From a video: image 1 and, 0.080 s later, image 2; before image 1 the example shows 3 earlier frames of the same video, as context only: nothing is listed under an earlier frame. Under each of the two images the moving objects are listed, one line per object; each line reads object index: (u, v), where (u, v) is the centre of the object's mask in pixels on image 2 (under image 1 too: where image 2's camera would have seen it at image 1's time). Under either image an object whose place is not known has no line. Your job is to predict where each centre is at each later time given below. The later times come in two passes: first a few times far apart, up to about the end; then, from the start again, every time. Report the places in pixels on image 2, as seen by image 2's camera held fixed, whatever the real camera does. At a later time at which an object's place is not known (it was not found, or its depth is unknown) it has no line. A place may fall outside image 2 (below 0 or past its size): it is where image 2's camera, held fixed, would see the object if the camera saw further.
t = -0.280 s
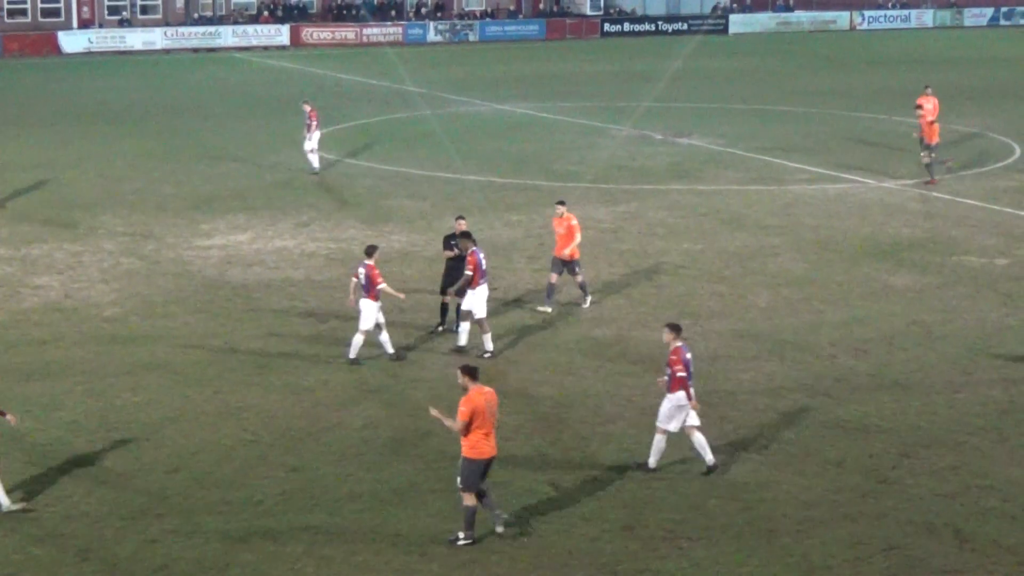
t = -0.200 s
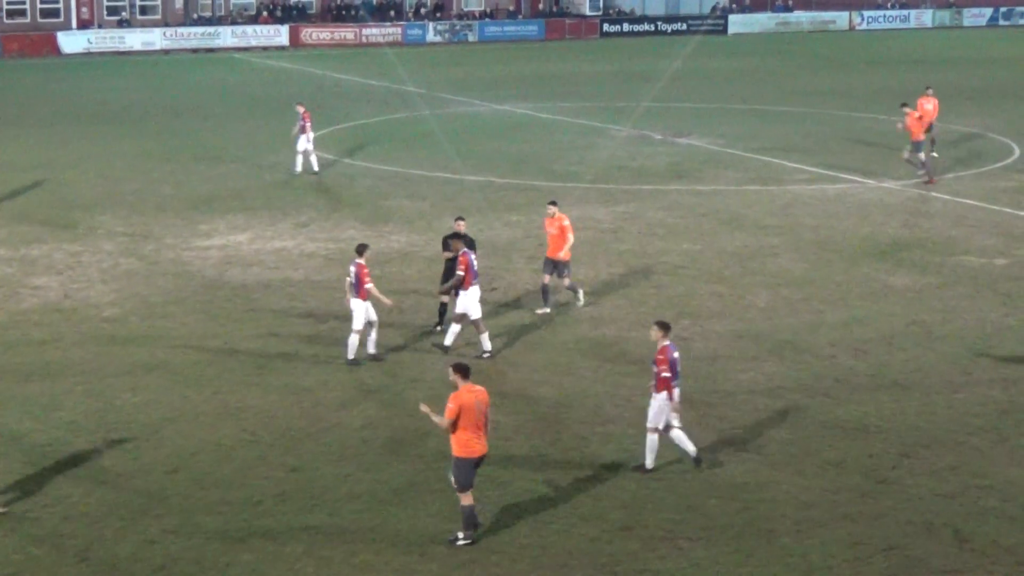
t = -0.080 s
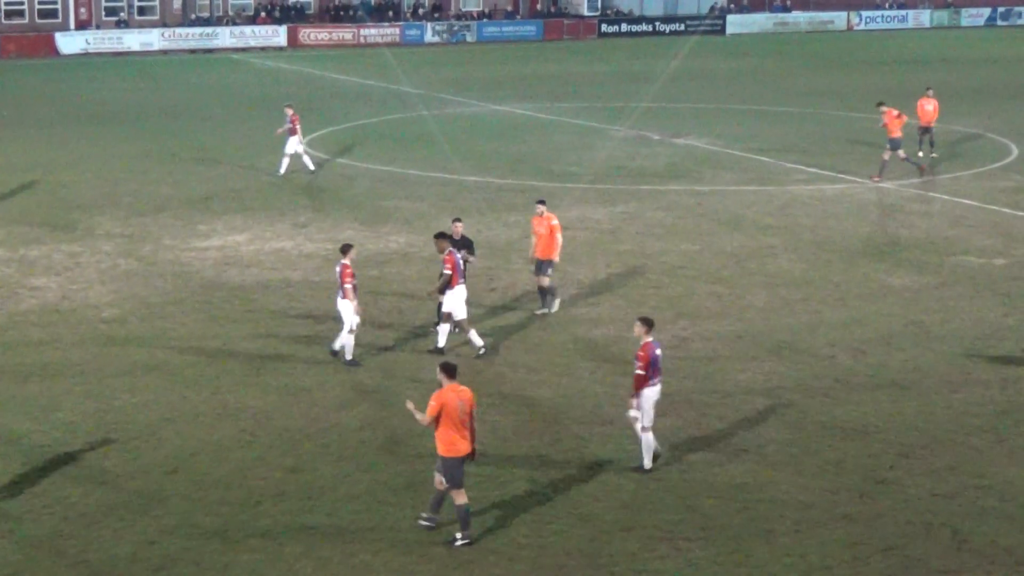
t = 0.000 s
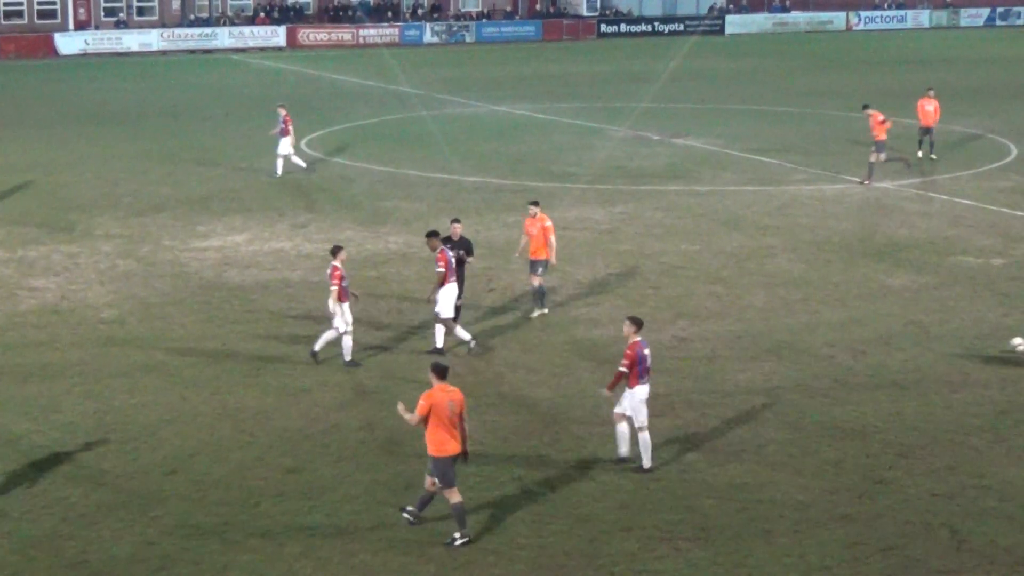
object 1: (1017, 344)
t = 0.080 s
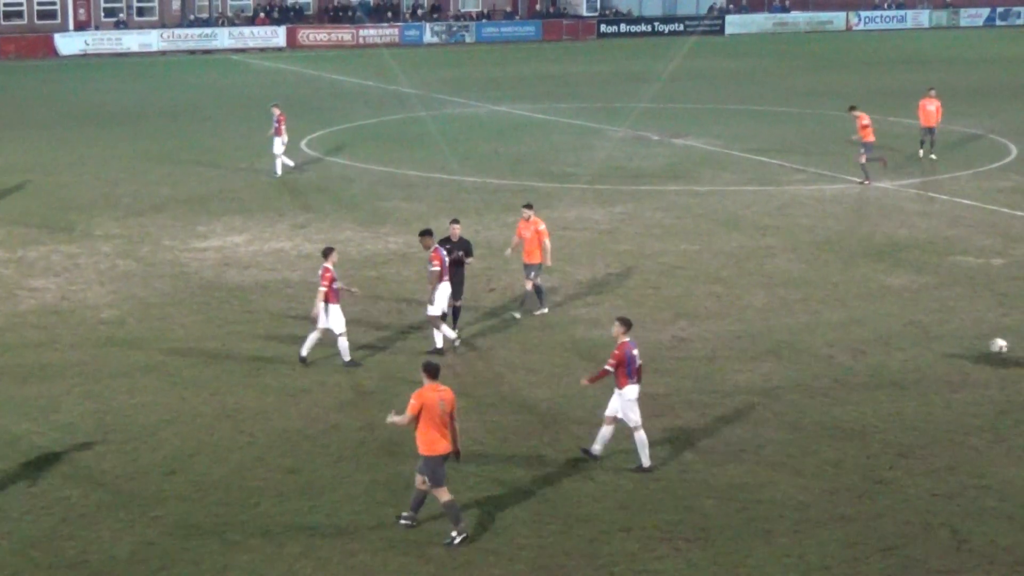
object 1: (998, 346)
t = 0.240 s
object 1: (958, 347)
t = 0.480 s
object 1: (898, 352)
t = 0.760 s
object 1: (830, 356)
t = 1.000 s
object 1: (774, 358)
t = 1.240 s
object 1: (718, 359)
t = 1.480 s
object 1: (664, 366)
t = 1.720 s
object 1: (614, 368)
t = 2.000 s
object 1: (554, 372)
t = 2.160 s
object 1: (521, 376)
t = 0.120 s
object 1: (989, 346)
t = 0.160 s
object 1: (977, 347)
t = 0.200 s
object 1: (967, 349)
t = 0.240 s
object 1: (958, 347)
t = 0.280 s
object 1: (948, 345)
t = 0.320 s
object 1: (937, 346)
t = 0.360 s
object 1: (928, 348)
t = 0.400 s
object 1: (918, 351)
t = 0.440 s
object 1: (908, 353)
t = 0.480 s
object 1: (898, 352)
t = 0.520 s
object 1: (888, 353)
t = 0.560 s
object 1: (878, 355)
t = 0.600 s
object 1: (869, 354)
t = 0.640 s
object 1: (859, 353)
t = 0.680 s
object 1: (849, 354)
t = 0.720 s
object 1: (840, 356)
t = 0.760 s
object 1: (830, 356)
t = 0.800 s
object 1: (821, 354)
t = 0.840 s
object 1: (810, 354)
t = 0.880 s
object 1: (801, 356)
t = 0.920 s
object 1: (792, 358)
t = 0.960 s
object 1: (782, 359)
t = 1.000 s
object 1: (774, 358)
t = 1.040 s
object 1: (763, 358)
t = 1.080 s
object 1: (754, 359)
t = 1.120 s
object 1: (745, 361)
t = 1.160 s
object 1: (736, 361)
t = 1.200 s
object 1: (727, 359)
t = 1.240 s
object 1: (718, 359)
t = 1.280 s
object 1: (709, 361)
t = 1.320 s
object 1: (699, 363)
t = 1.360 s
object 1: (691, 364)
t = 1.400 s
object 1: (682, 362)
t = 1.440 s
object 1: (673, 363)
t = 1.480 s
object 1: (664, 366)
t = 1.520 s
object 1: (655, 366)
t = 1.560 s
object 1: (647, 365)
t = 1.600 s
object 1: (639, 364)
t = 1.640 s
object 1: (630, 364)
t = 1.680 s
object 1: (621, 365)
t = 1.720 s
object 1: (614, 368)
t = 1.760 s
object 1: (604, 370)
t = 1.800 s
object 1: (597, 368)
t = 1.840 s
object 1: (589, 368)
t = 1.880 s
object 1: (580, 368)
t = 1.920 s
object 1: (571, 371)
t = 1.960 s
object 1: (563, 373)
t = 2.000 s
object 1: (554, 372)
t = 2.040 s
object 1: (547, 372)
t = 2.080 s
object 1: (539, 371)
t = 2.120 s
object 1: (530, 373)
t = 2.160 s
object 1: (521, 376)
